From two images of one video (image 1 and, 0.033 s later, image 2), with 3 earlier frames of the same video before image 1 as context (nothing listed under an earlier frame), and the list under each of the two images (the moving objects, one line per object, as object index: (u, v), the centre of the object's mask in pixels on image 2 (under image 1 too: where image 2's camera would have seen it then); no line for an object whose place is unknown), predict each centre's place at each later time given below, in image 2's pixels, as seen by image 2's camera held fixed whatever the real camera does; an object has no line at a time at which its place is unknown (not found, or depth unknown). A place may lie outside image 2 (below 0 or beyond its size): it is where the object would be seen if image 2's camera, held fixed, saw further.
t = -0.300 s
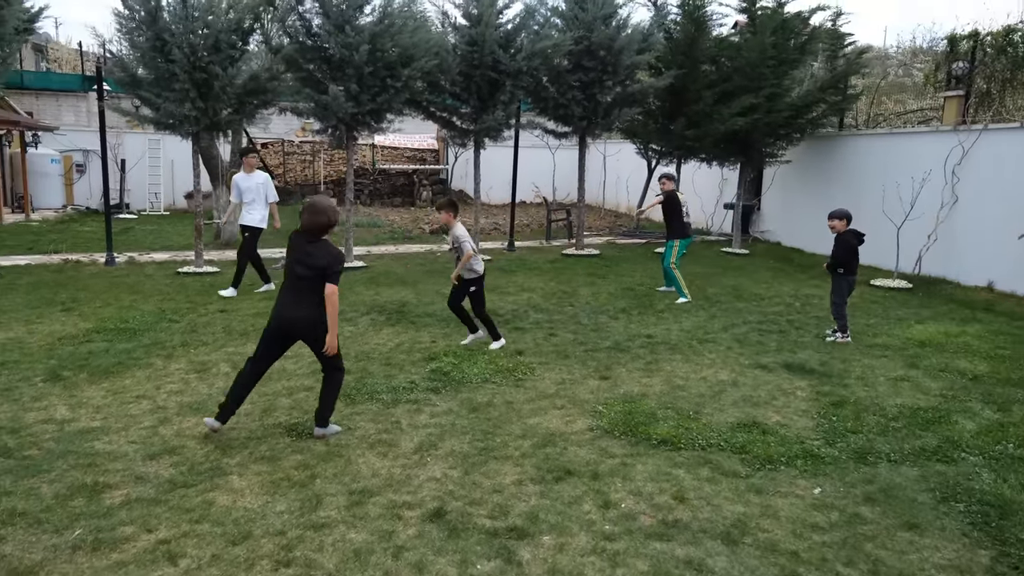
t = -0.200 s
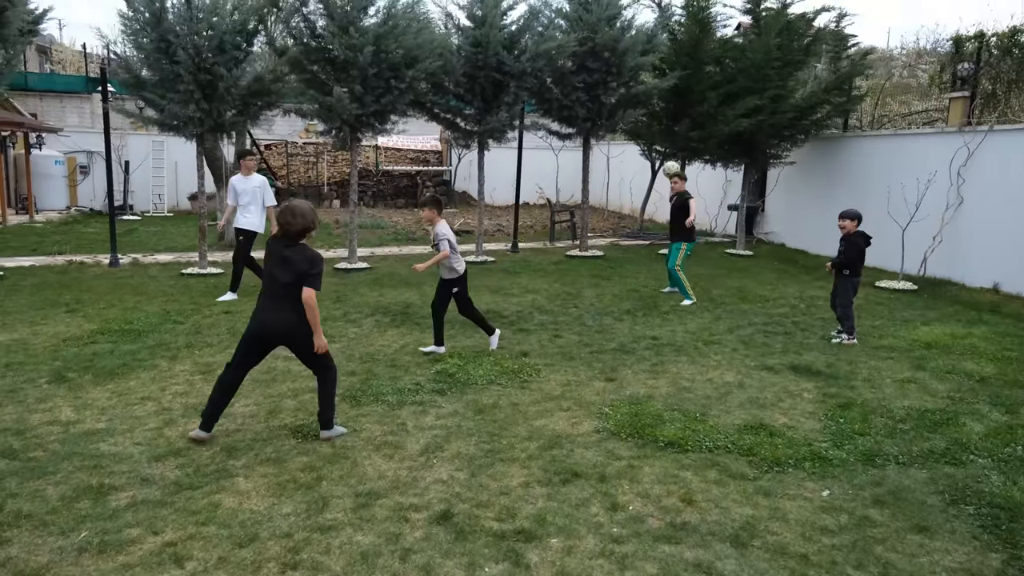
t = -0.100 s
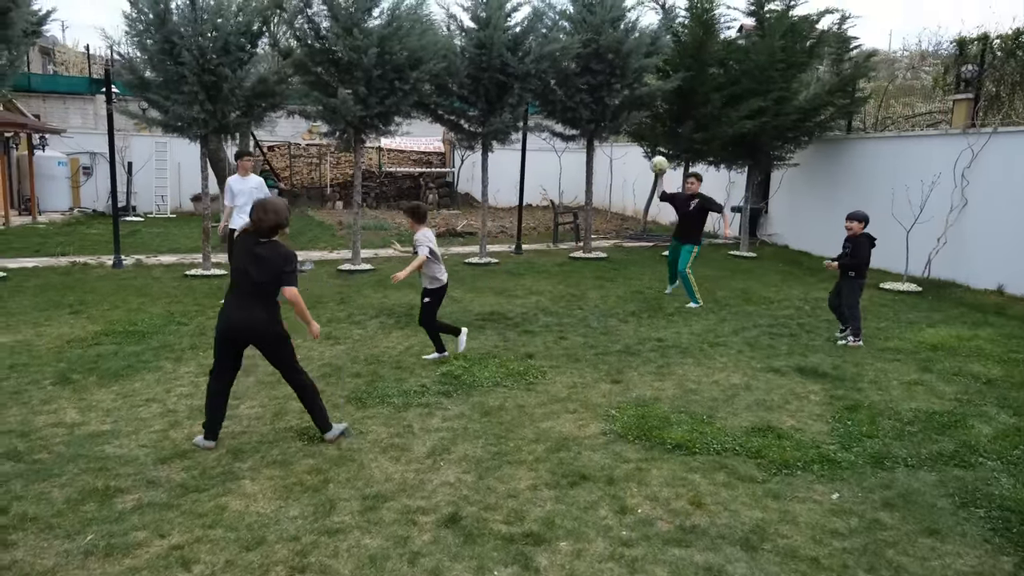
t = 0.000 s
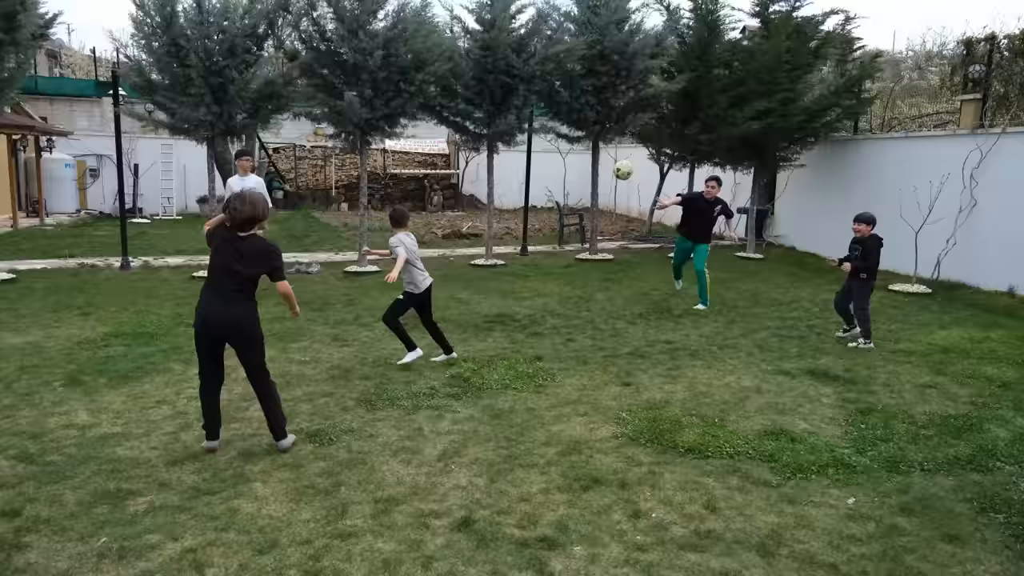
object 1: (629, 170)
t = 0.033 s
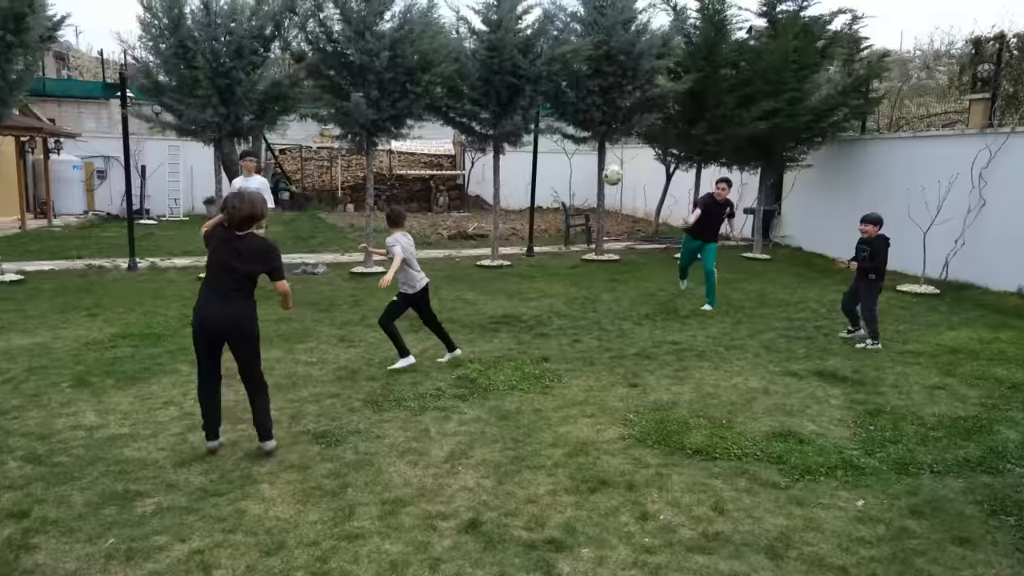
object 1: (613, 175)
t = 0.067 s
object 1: (595, 181)
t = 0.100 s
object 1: (575, 189)
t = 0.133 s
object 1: (555, 197)
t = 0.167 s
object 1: (533, 208)
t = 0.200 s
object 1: (508, 221)
